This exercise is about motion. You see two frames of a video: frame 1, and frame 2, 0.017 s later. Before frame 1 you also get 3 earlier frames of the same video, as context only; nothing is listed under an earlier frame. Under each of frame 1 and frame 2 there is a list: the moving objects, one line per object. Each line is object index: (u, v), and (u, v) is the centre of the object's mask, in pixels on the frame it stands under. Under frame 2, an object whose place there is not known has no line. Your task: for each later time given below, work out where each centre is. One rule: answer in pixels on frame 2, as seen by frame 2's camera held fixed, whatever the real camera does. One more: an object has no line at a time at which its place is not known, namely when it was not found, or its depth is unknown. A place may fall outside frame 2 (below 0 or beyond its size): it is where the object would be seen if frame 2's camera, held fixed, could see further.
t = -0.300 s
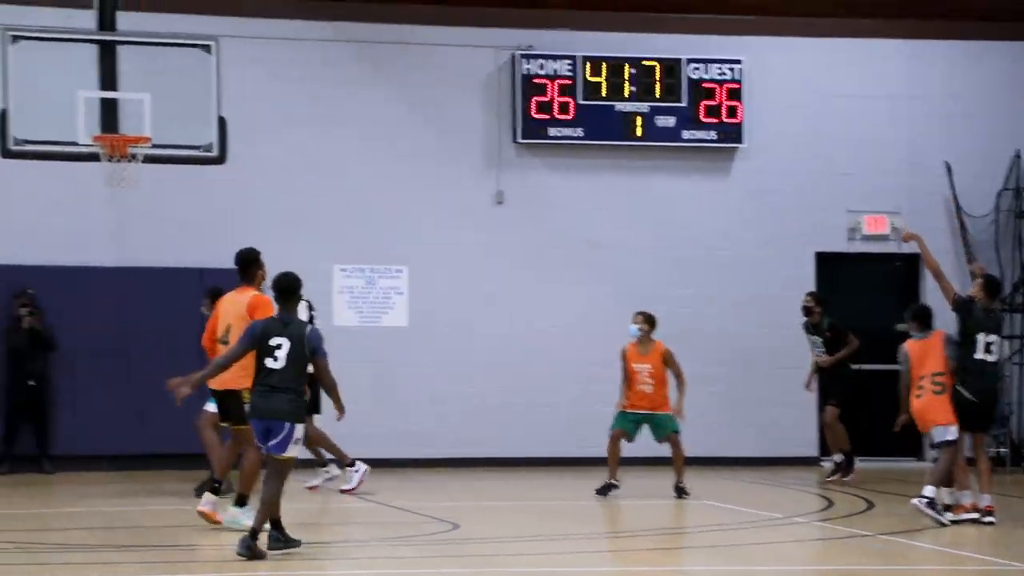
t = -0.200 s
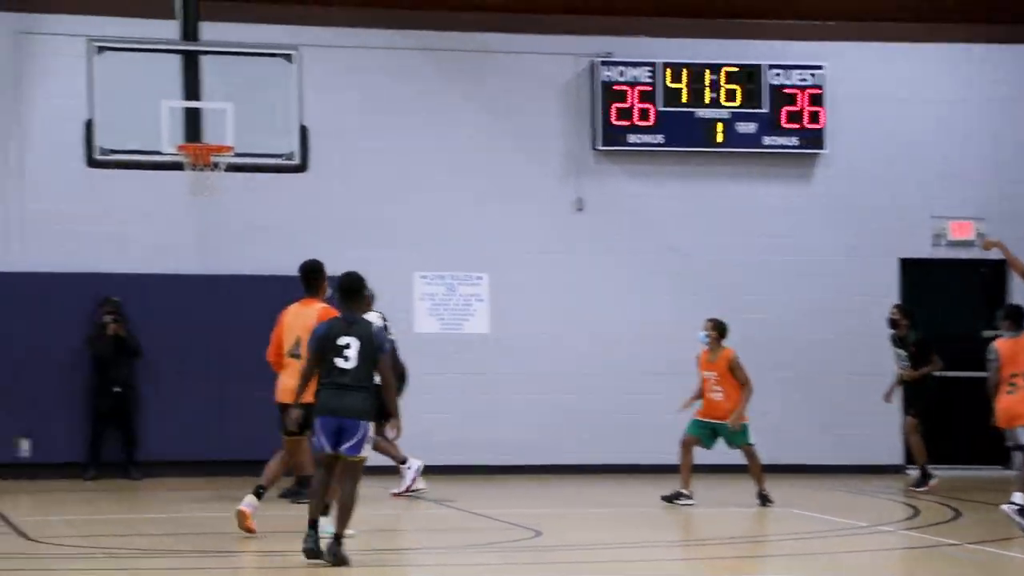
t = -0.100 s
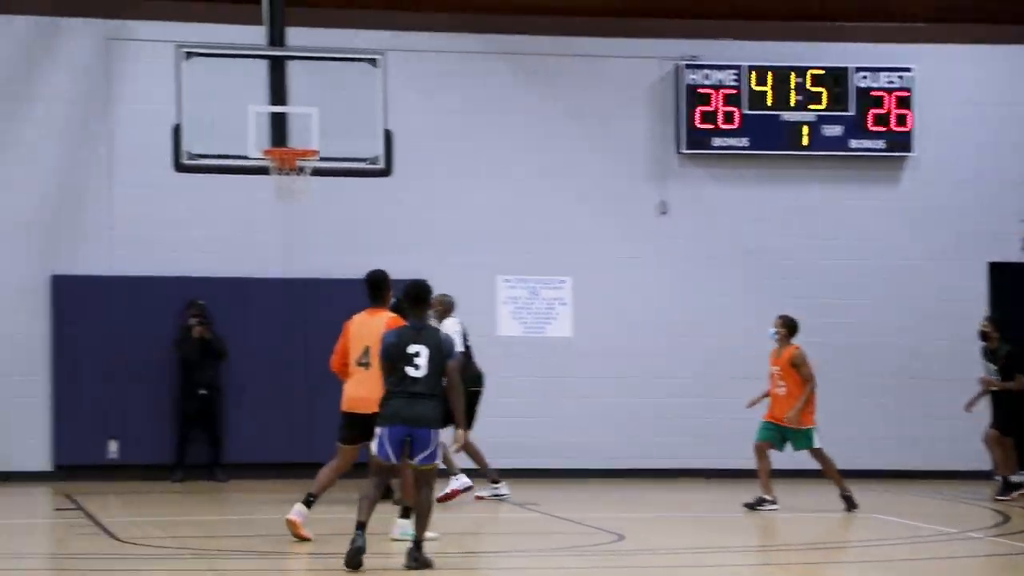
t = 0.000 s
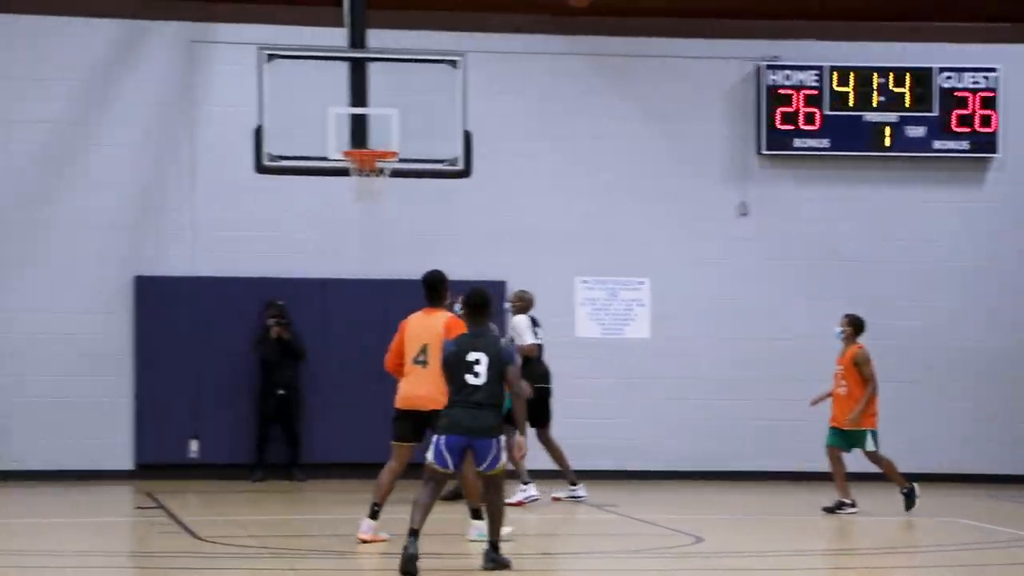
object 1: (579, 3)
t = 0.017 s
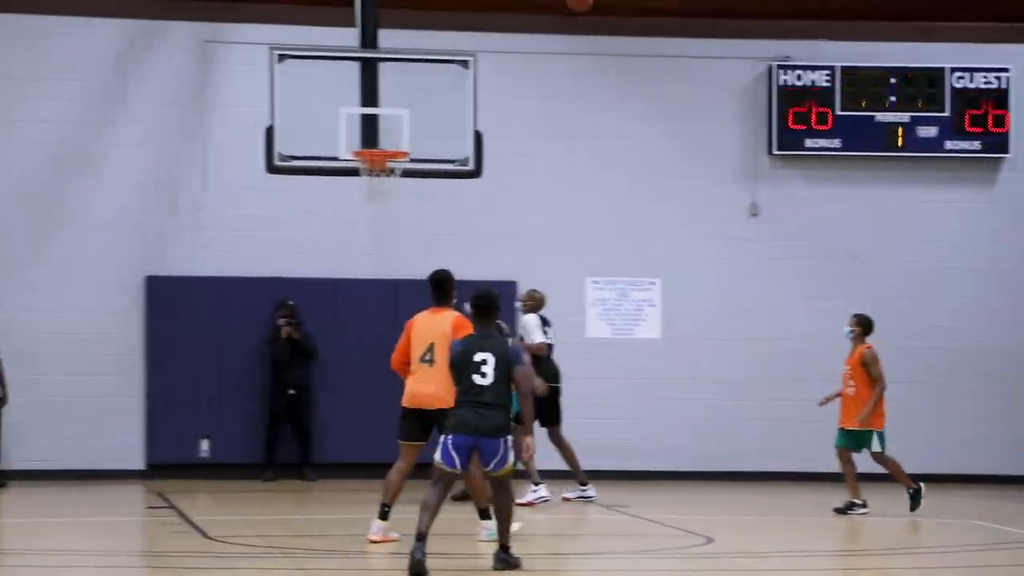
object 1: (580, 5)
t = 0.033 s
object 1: (568, 7)
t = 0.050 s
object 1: (556, 9)
